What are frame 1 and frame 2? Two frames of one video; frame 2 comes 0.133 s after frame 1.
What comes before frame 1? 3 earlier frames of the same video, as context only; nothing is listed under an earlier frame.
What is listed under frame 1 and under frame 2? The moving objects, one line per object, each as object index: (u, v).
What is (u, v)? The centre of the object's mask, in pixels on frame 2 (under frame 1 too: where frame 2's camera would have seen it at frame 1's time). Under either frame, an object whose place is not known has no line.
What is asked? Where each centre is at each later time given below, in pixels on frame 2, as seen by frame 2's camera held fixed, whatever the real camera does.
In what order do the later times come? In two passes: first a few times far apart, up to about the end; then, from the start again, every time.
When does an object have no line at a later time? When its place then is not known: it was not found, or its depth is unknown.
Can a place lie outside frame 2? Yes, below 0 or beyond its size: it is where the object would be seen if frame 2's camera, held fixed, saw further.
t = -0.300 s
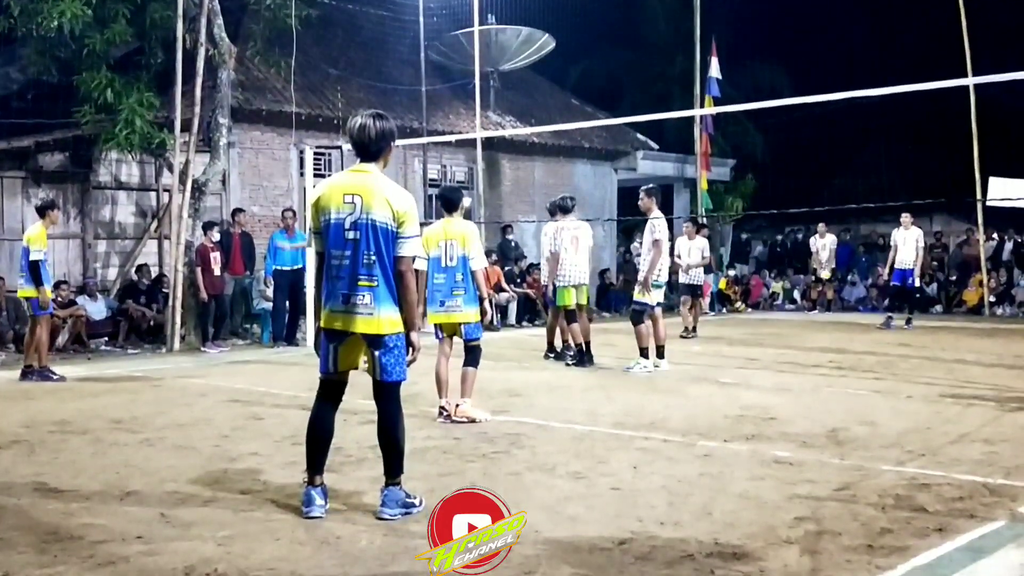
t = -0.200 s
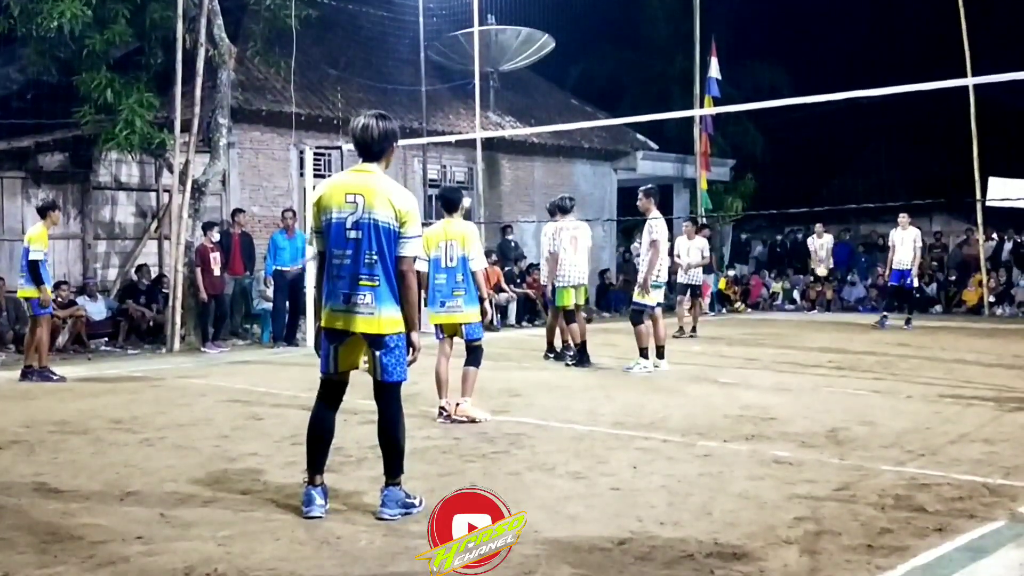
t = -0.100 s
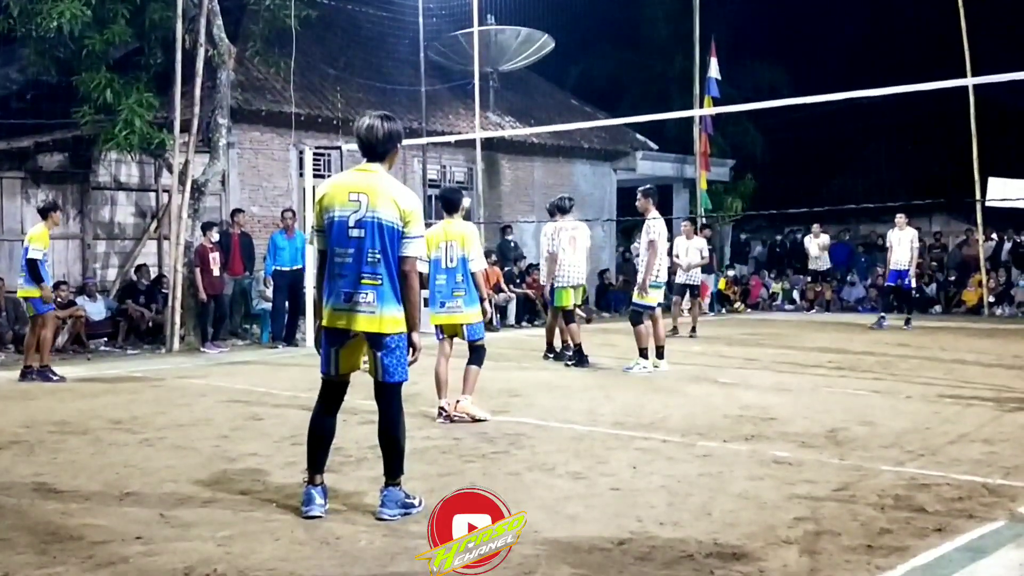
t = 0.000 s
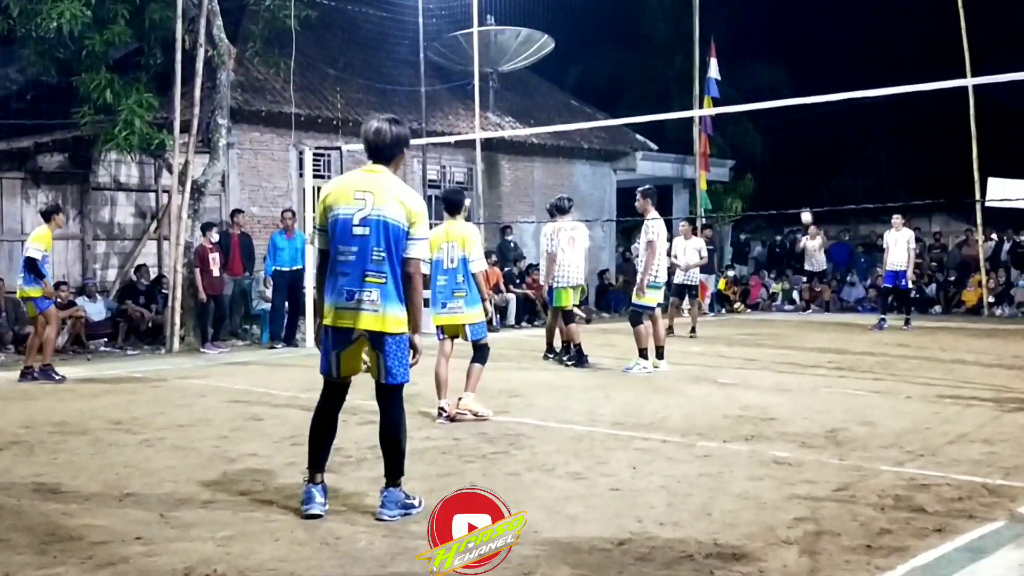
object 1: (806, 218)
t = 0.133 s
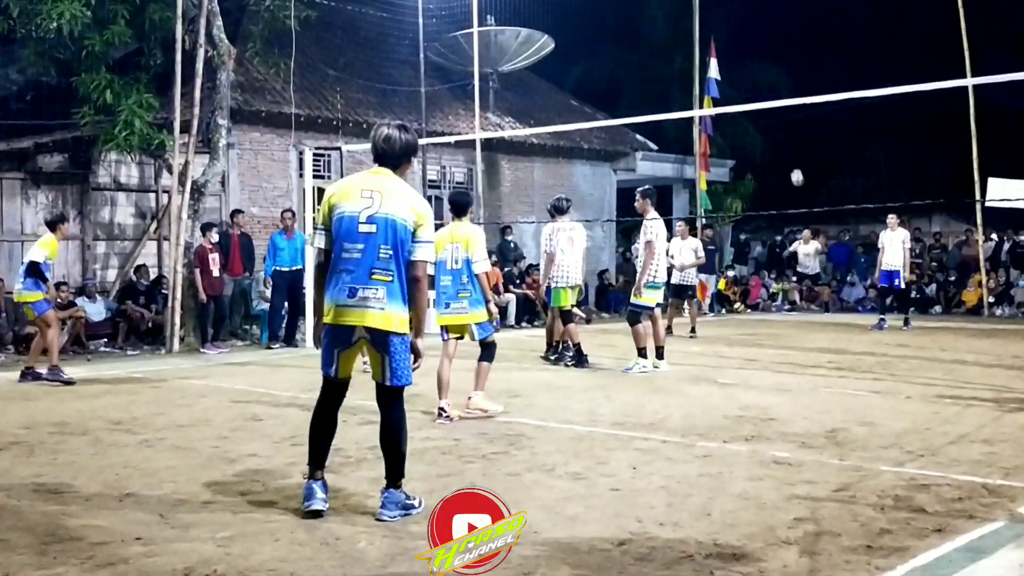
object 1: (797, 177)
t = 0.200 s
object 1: (792, 162)
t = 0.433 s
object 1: (776, 128)
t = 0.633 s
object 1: (762, 122)
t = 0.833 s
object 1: (748, 139)
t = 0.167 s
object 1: (794, 169)
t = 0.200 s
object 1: (792, 162)
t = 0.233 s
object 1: (790, 155)
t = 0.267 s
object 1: (787, 149)
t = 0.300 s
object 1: (786, 143)
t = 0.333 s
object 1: (783, 138)
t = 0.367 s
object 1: (781, 134)
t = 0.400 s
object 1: (778, 131)
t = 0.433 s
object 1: (776, 128)
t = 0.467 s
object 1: (774, 125)
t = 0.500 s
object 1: (771, 123)
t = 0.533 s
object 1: (769, 122)
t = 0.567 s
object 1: (767, 121)
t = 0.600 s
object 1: (765, 121)
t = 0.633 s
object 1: (762, 122)
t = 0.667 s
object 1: (760, 124)
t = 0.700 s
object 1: (758, 125)
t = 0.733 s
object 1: (755, 128)
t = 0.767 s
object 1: (753, 131)
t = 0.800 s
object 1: (751, 135)
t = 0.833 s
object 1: (748, 139)
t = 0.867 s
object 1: (746, 144)
